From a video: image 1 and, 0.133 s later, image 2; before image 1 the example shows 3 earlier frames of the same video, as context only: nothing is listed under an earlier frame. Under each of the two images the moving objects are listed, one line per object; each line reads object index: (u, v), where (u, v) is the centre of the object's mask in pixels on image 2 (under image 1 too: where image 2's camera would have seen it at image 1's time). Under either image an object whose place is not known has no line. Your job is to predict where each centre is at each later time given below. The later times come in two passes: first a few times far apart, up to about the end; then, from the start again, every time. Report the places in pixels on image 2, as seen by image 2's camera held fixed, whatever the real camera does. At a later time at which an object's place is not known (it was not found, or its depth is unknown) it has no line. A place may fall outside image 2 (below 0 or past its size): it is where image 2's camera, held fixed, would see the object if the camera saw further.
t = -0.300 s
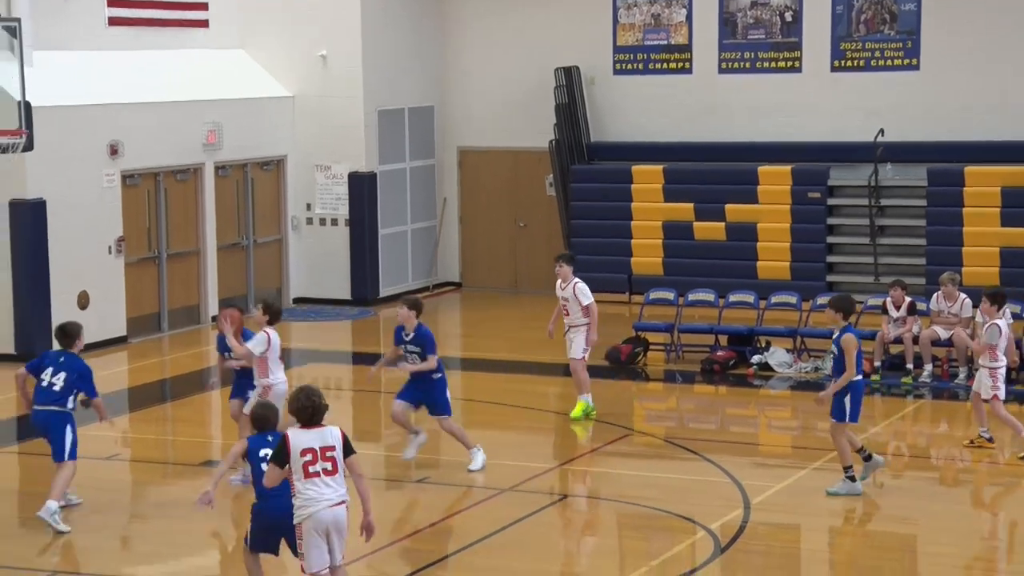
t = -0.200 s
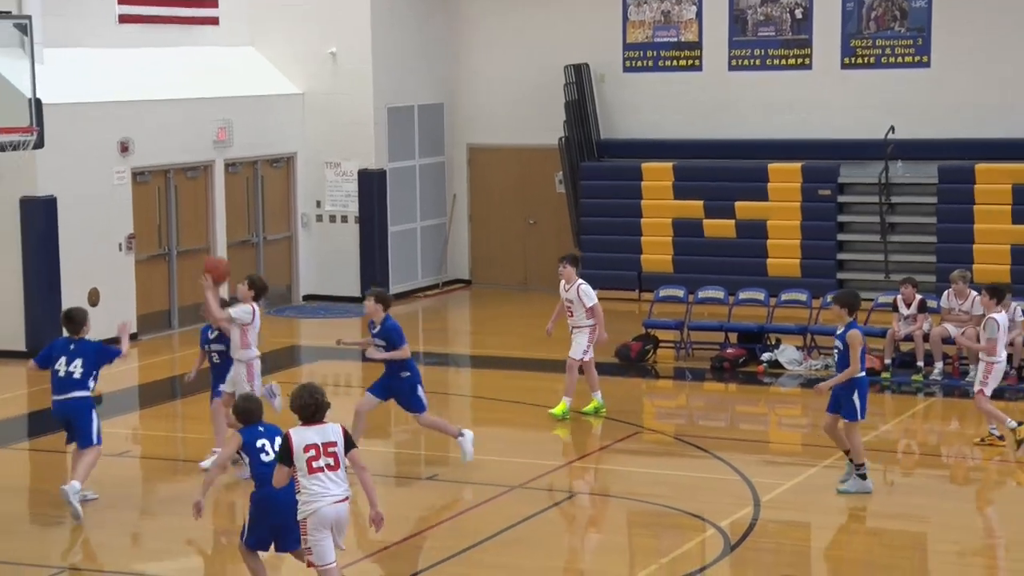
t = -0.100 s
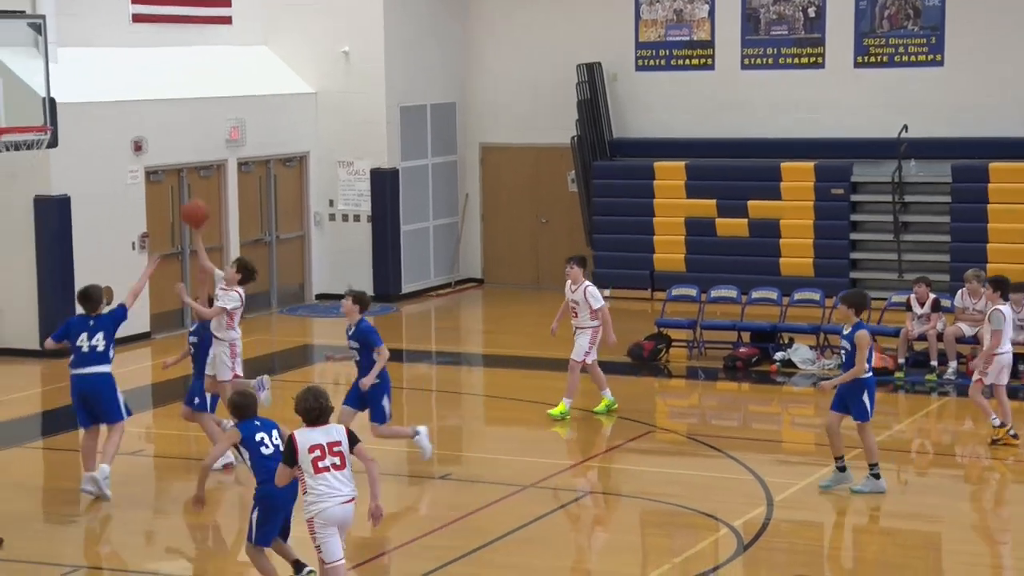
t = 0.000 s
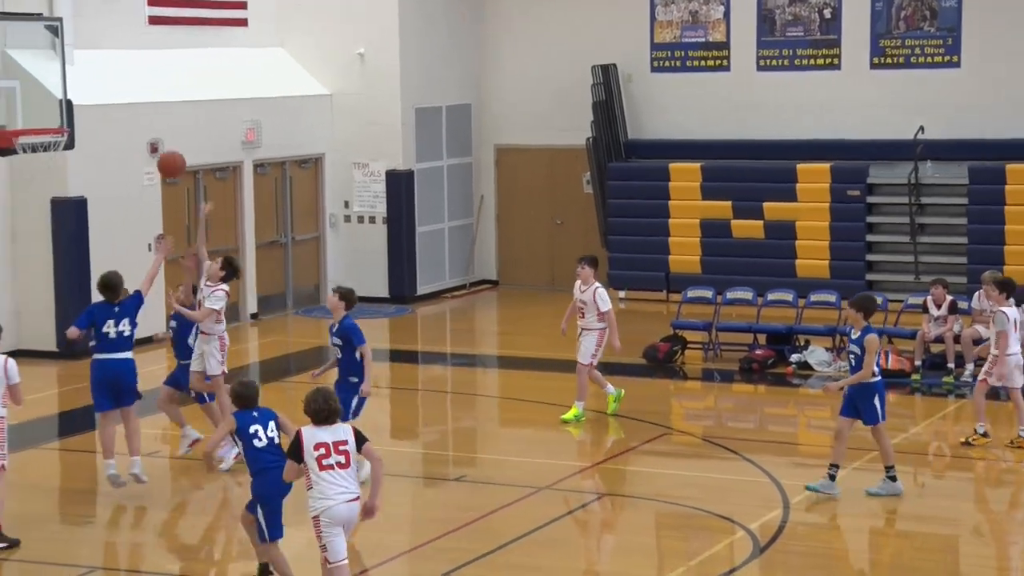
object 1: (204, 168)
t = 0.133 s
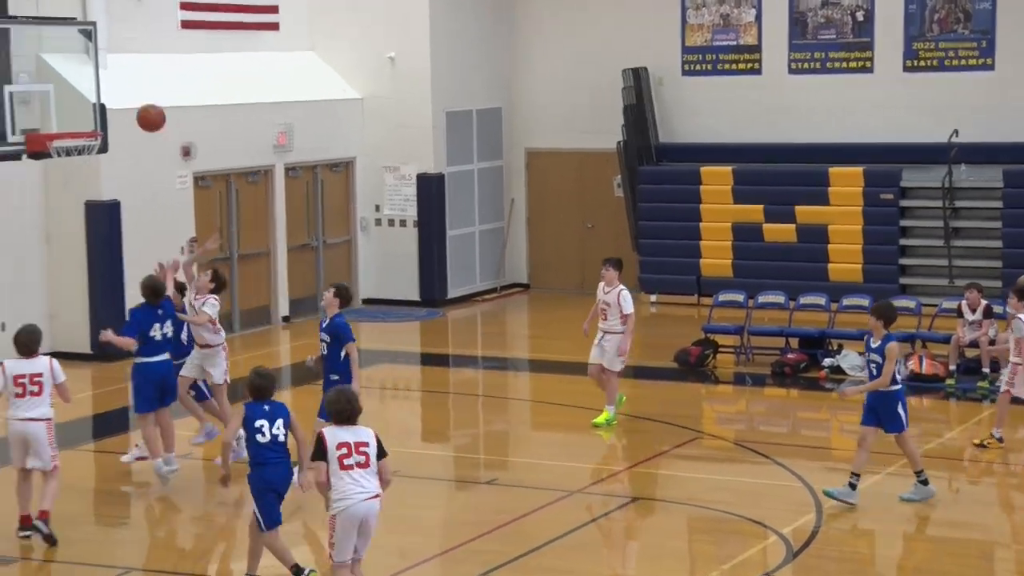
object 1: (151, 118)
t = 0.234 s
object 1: (110, 94)
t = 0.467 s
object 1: (76, 84)
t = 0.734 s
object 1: (107, 141)
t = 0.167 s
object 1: (137, 108)
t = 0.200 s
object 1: (124, 100)
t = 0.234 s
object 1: (110, 94)
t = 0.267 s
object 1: (97, 88)
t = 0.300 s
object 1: (84, 83)
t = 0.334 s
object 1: (70, 80)
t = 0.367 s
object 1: (65, 80)
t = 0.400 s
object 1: (69, 79)
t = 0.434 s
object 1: (72, 81)
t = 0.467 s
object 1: (76, 84)
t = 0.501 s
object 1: (80, 88)
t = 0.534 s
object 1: (84, 93)
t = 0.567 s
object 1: (88, 100)
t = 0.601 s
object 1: (92, 108)
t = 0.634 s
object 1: (96, 118)
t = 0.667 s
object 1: (100, 127)
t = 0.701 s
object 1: (103, 133)
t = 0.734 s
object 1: (107, 141)
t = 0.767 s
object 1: (110, 151)
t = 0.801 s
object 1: (113, 161)
